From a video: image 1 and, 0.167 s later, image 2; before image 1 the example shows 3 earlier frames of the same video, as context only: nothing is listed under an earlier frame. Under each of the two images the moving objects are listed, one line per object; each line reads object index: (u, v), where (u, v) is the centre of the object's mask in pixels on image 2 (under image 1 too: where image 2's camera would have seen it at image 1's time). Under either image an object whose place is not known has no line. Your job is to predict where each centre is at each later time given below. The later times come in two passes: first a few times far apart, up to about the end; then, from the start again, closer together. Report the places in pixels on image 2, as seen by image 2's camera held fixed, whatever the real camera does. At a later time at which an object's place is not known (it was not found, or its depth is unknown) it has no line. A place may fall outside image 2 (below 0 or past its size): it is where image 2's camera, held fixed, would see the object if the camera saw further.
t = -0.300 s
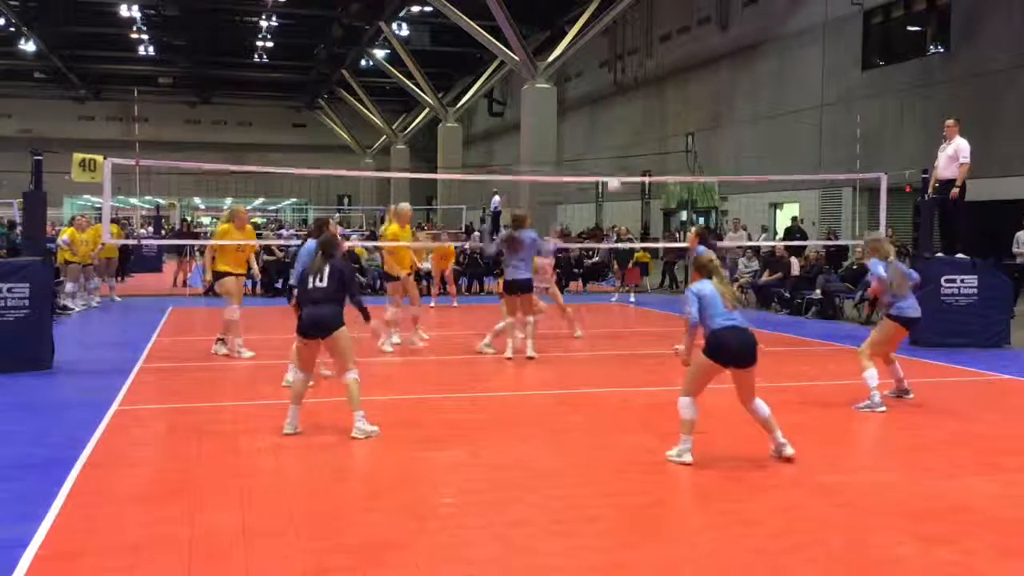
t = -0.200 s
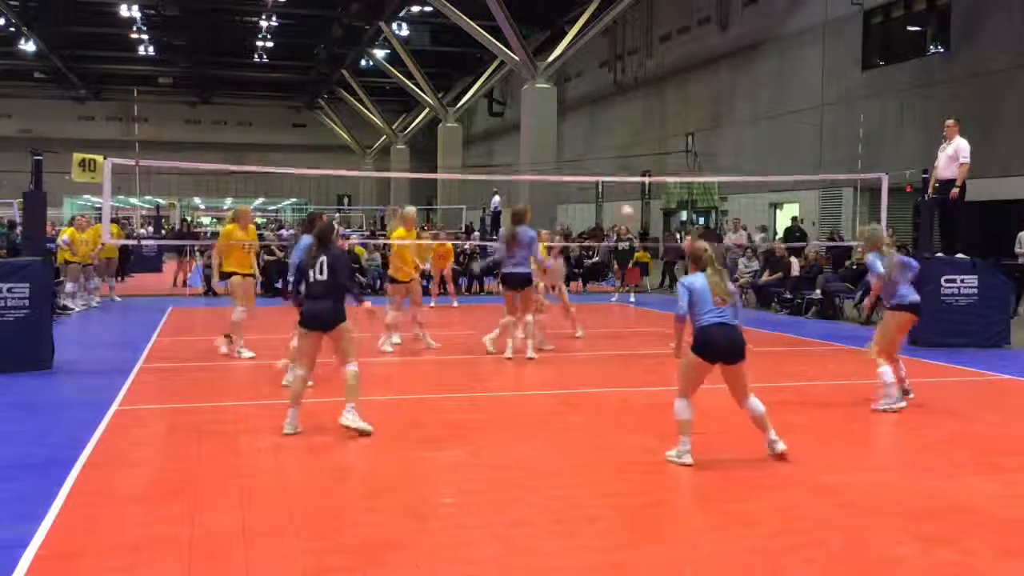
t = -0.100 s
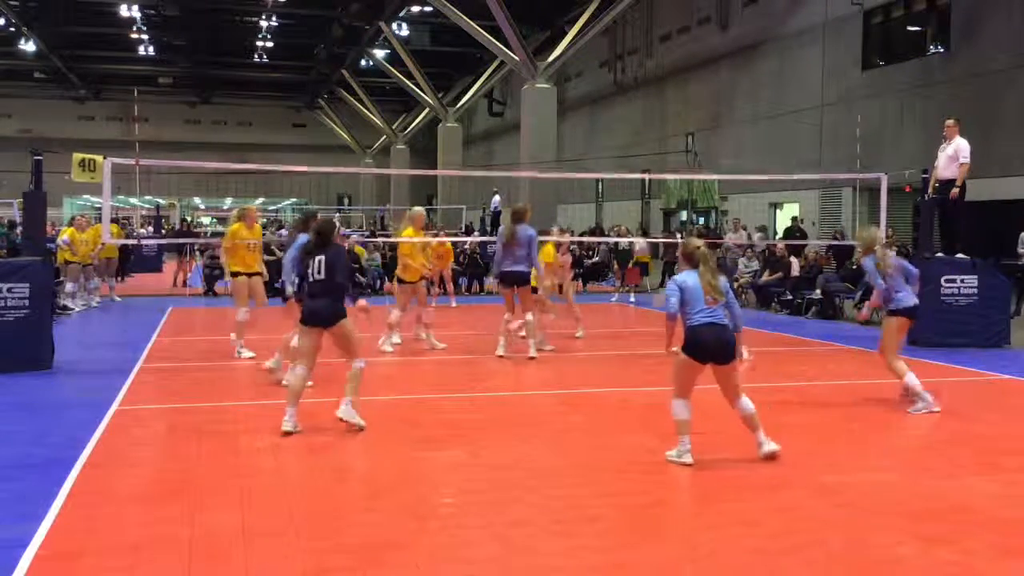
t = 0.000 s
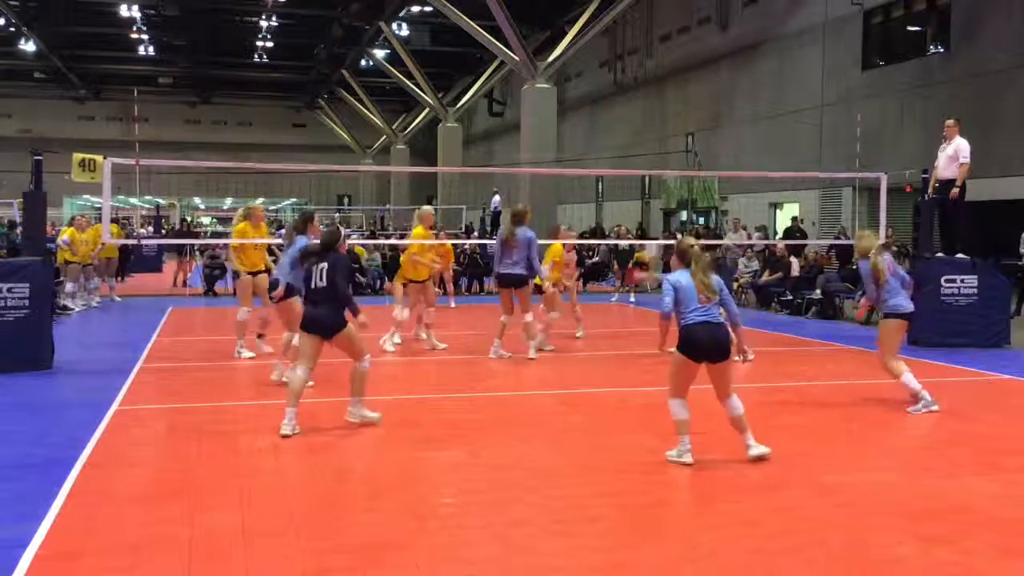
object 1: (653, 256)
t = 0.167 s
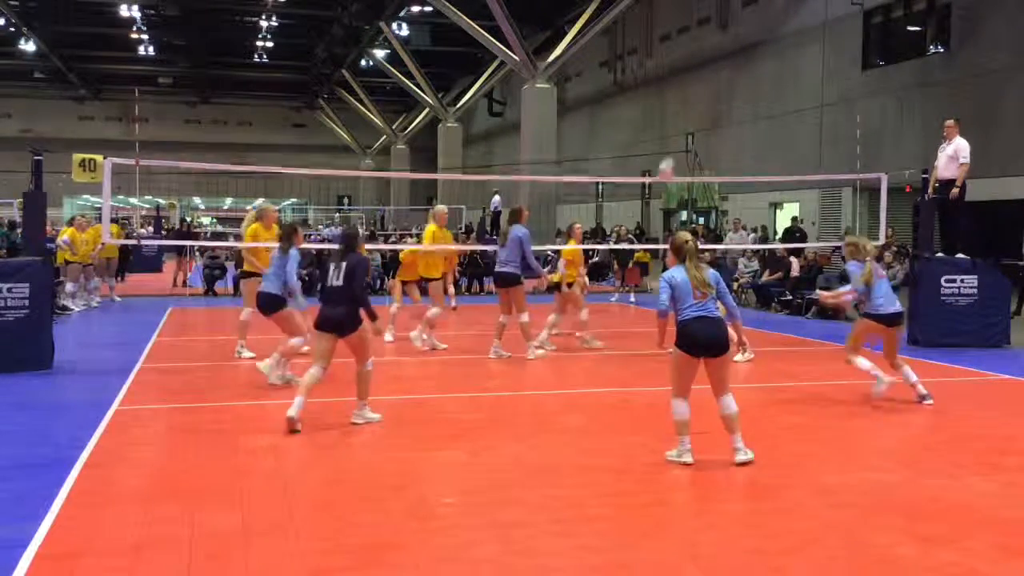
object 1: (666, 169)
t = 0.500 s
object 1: (698, 64)
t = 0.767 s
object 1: (723, 45)
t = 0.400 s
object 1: (687, 85)
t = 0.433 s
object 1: (691, 77)
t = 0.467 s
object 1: (694, 69)
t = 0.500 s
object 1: (698, 64)
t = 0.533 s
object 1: (701, 58)
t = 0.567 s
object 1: (704, 53)
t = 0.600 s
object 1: (707, 50)
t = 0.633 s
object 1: (711, 46)
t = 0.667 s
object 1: (714, 45)
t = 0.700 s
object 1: (717, 44)
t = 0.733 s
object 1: (718, 44)
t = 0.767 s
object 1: (723, 45)
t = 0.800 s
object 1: (727, 47)
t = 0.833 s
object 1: (730, 51)
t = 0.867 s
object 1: (734, 54)
